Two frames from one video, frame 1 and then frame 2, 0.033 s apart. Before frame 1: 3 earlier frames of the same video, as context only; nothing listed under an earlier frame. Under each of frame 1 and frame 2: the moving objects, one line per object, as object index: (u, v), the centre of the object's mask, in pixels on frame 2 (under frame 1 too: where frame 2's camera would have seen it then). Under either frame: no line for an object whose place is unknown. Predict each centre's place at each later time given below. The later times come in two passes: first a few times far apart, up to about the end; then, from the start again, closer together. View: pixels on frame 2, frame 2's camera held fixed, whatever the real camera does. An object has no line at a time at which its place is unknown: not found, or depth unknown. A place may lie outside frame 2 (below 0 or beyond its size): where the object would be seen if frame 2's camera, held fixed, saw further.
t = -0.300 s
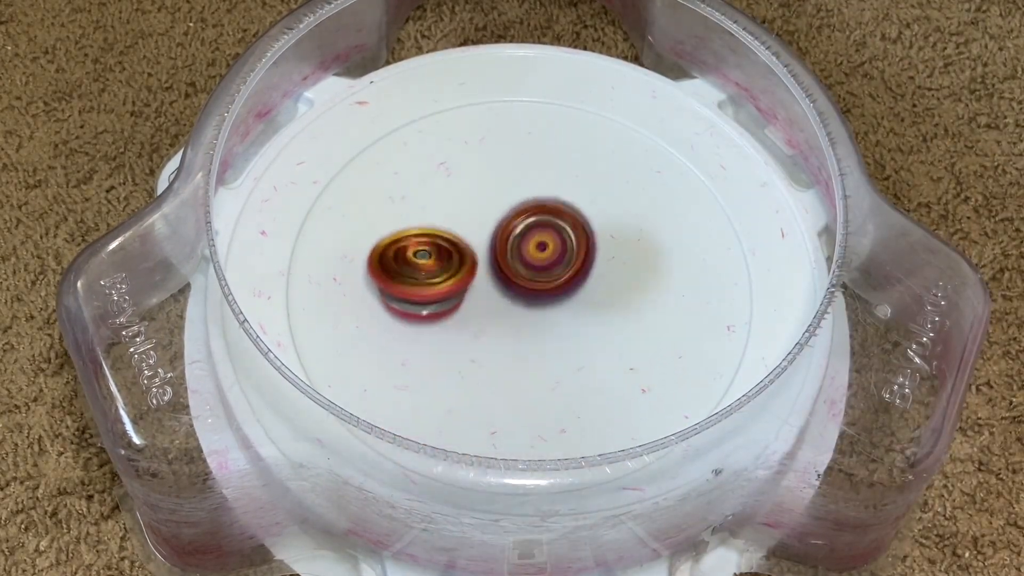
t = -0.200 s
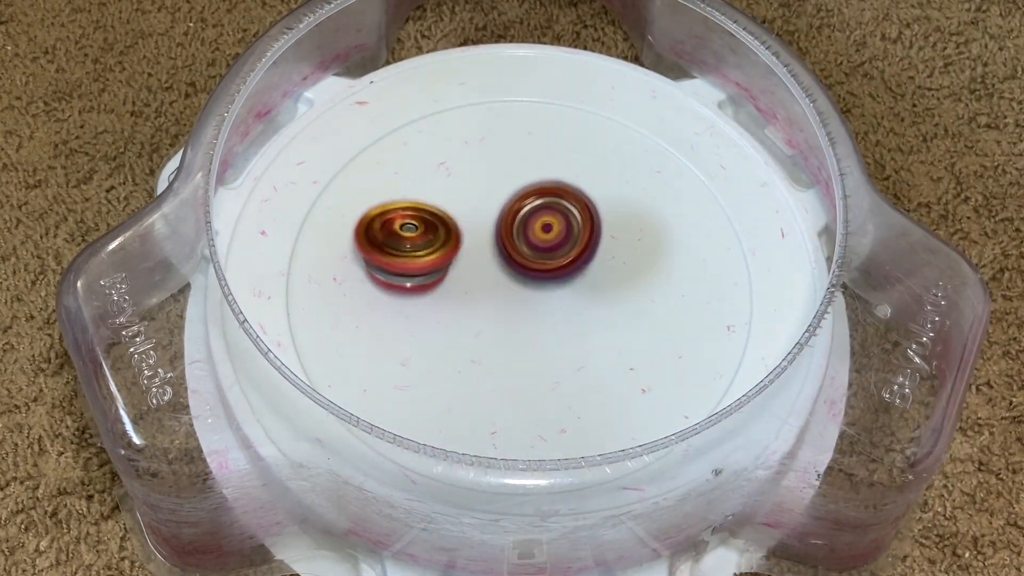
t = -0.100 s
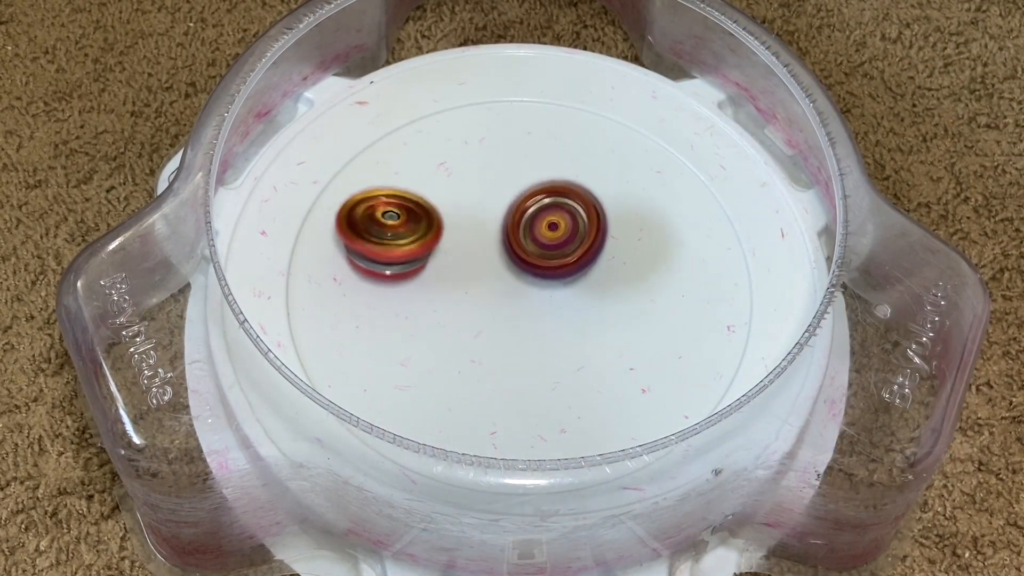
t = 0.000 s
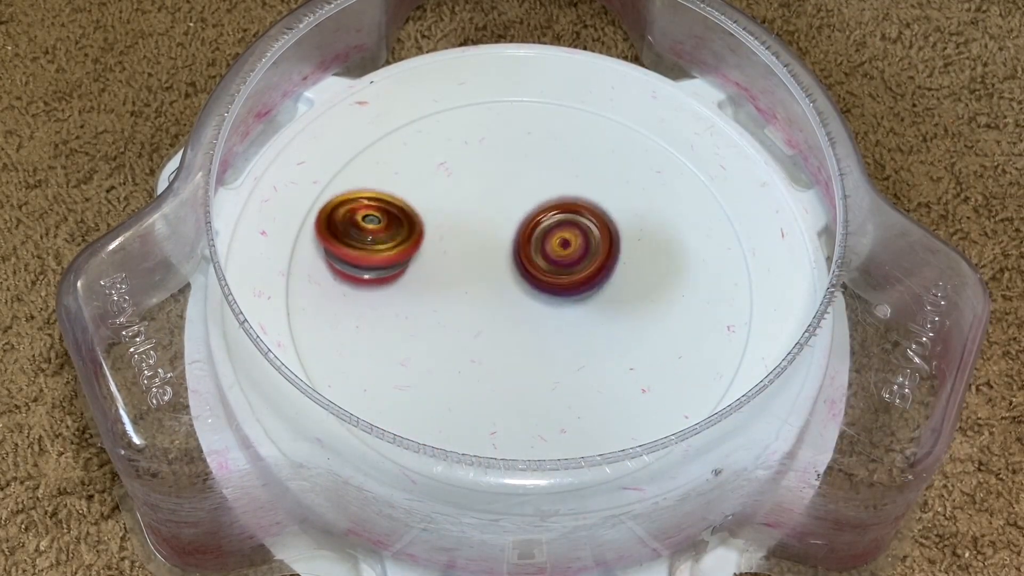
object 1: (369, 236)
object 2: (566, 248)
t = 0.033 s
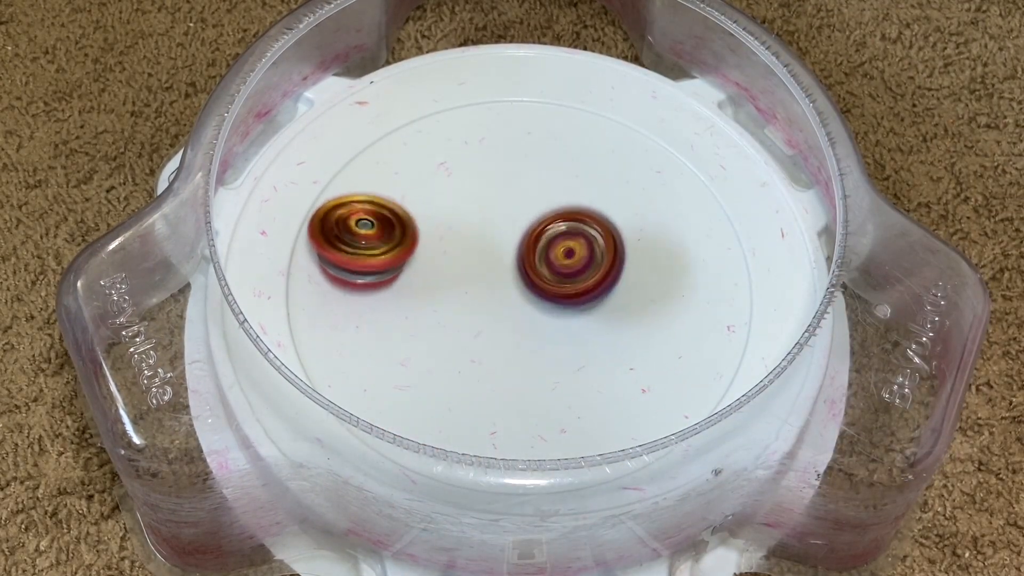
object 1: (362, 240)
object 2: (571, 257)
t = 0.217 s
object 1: (341, 284)
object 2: (598, 315)
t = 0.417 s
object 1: (381, 363)
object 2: (613, 341)
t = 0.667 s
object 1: (421, 240)
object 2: (729, 288)
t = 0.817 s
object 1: (350, 137)
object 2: (719, 254)
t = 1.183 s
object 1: (429, 231)
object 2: (559, 296)
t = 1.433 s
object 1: (329, 142)
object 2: (663, 370)
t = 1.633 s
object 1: (340, 141)
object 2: (547, 290)
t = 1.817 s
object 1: (374, 204)
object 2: (472, 262)
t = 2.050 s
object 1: (398, 187)
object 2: (493, 320)
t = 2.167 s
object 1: (426, 182)
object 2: (489, 317)
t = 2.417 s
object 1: (478, 166)
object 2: (452, 281)
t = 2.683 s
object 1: (536, 185)
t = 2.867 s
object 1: (570, 170)
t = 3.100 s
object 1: (603, 190)
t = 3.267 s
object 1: (649, 183)
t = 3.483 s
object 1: (589, 198)
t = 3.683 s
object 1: (734, 235)
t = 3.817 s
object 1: (717, 230)
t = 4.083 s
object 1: (548, 266)
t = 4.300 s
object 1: (451, 234)
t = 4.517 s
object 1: (433, 378)
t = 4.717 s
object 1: (658, 396)
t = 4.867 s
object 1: (693, 232)
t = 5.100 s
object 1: (426, 114)
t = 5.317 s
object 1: (308, 316)
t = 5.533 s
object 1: (612, 404)
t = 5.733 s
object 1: (681, 170)
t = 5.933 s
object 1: (457, 86)
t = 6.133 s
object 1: (318, 275)
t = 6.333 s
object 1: (576, 410)
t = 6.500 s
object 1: (751, 270)
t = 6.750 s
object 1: (524, 99)
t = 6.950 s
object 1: (348, 261)
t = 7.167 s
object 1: (381, 321)
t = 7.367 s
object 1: (467, 253)
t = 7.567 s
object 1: (416, 174)
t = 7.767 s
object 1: (361, 272)
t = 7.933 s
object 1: (532, 321)
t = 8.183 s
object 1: (707, 155)
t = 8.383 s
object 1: (592, 144)
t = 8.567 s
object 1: (541, 229)
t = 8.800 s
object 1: (528, 218)
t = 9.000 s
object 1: (504, 241)
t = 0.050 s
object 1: (360, 243)
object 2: (573, 263)
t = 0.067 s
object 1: (357, 246)
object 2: (576, 268)
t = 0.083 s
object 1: (354, 249)
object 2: (578, 274)
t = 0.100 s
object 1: (352, 253)
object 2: (580, 279)
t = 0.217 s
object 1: (341, 284)
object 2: (598, 315)
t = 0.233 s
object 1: (339, 290)
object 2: (600, 320)
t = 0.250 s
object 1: (339, 295)
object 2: (603, 323)
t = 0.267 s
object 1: (339, 300)
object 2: (605, 327)
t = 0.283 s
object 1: (339, 306)
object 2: (607, 330)
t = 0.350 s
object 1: (347, 333)
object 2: (612, 339)
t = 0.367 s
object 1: (352, 342)
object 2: (613, 340)
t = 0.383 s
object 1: (359, 350)
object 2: (613, 341)
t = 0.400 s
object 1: (368, 358)
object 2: (613, 341)
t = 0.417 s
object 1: (381, 363)
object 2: (613, 341)
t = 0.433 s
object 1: (394, 368)
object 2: (612, 341)
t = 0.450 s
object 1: (410, 370)
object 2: (611, 341)
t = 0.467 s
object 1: (426, 371)
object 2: (609, 340)
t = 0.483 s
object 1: (444, 369)
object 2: (607, 339)
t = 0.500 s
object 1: (461, 366)
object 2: (606, 338)
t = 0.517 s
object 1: (477, 360)
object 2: (603, 336)
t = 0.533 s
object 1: (481, 352)
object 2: (611, 333)
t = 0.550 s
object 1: (474, 340)
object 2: (632, 328)
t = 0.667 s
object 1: (421, 240)
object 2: (729, 288)
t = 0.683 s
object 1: (413, 225)
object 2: (734, 283)
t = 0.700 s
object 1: (404, 210)
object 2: (736, 278)
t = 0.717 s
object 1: (396, 197)
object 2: (737, 274)
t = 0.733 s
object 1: (387, 184)
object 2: (737, 270)
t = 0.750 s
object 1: (379, 172)
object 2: (735, 267)
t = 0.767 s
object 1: (370, 161)
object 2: (733, 263)
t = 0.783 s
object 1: (362, 151)
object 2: (729, 260)
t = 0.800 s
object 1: (355, 142)
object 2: (724, 257)
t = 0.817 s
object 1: (350, 137)
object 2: (719, 254)
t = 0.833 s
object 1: (352, 137)
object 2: (713, 252)
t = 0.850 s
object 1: (355, 140)
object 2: (706, 250)
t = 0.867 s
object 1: (358, 142)
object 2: (699, 249)
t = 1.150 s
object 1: (435, 239)
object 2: (552, 281)
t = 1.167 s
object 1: (441, 243)
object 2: (546, 285)
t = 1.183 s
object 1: (429, 231)
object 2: (559, 296)
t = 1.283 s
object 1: (340, 152)
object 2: (655, 378)
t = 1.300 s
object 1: (336, 145)
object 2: (668, 384)
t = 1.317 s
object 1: (334, 142)
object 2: (682, 391)
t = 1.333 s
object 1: (333, 141)
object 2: (687, 393)
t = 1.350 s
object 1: (332, 144)
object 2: (686, 389)
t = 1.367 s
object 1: (331, 143)
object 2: (684, 386)
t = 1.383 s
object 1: (330, 143)
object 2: (679, 382)
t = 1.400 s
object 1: (330, 142)
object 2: (675, 380)
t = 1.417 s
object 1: (329, 142)
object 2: (670, 375)
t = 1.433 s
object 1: (329, 142)
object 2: (663, 370)
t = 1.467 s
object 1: (330, 141)
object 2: (644, 358)
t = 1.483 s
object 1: (331, 141)
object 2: (635, 353)
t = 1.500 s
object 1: (332, 141)
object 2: (626, 345)
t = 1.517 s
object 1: (332, 140)
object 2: (616, 340)
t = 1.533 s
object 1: (333, 140)
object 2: (606, 332)
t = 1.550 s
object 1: (334, 140)
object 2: (596, 325)
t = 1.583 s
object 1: (336, 139)
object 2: (576, 310)
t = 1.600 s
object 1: (337, 139)
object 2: (567, 303)
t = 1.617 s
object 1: (339, 140)
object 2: (557, 296)
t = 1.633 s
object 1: (340, 141)
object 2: (547, 290)
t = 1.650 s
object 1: (342, 143)
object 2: (538, 284)
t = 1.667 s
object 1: (344, 146)
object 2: (530, 279)
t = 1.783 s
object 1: (367, 196)
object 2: (476, 255)
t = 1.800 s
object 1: (373, 205)
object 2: (471, 254)
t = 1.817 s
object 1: (374, 204)
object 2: (472, 262)
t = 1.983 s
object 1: (387, 193)
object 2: (490, 314)
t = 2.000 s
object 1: (389, 191)
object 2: (491, 316)
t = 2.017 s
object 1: (392, 190)
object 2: (492, 320)
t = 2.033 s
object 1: (395, 189)
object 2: (492, 320)
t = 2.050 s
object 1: (398, 187)
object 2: (493, 320)
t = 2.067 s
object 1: (402, 186)
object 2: (493, 320)
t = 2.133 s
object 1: (417, 183)
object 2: (492, 319)
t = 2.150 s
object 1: (422, 182)
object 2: (491, 318)
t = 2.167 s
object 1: (426, 182)
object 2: (489, 317)
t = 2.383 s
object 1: (475, 167)
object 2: (457, 287)
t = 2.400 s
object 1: (477, 166)
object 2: (454, 284)
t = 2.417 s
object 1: (478, 166)
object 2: (452, 281)
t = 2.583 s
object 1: (501, 180)
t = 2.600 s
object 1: (506, 182)
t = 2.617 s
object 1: (512, 183)
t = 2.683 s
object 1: (536, 185)
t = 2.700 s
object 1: (542, 184)
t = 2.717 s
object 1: (548, 184)
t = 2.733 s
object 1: (553, 183)
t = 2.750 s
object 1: (558, 182)
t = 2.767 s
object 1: (562, 180)
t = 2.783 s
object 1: (566, 179)
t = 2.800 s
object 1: (568, 177)
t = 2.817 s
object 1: (570, 175)
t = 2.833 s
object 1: (571, 174)
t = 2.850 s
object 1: (571, 172)
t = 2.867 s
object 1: (570, 170)
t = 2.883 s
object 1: (568, 169)
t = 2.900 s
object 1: (564, 168)
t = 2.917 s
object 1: (561, 168)
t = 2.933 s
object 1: (555, 170)
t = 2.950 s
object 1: (550, 172)
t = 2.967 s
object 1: (546, 176)
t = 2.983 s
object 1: (544, 180)
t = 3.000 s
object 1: (550, 183)
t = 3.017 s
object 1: (559, 184)
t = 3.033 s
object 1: (567, 186)
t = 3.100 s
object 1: (603, 190)
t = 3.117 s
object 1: (611, 191)
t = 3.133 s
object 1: (617, 191)
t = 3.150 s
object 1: (624, 191)
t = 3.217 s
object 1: (643, 187)
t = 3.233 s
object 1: (646, 186)
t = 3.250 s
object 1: (648, 184)
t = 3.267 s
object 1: (649, 183)
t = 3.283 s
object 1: (649, 181)
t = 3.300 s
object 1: (648, 179)
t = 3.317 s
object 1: (646, 177)
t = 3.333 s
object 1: (642, 175)
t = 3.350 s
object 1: (638, 173)
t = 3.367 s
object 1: (631, 172)
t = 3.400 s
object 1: (617, 174)
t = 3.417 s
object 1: (610, 176)
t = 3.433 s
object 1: (600, 181)
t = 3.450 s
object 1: (592, 186)
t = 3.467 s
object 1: (585, 192)
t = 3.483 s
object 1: (589, 198)
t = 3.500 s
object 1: (604, 200)
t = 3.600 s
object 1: (690, 230)
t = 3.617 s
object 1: (701, 231)
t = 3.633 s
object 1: (710, 233)
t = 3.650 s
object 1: (719, 234)
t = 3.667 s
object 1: (727, 235)
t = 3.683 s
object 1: (734, 235)
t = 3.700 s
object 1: (739, 235)
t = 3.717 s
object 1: (739, 234)
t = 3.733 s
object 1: (736, 235)
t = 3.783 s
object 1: (726, 233)
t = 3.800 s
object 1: (721, 232)
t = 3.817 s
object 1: (717, 230)
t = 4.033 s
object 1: (578, 271)
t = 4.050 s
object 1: (565, 278)
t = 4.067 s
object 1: (556, 276)
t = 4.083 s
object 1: (548, 266)
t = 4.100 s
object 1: (539, 259)
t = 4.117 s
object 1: (532, 251)
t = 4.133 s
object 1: (524, 244)
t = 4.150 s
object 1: (516, 238)
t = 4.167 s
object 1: (509, 233)
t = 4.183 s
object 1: (501, 230)
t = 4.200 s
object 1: (495, 227)
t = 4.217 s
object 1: (487, 225)
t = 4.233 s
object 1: (480, 224)
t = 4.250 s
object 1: (472, 225)
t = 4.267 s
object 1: (465, 227)
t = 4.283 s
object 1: (459, 230)
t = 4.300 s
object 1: (451, 234)
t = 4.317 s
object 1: (445, 239)
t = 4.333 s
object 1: (438, 246)
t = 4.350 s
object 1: (432, 254)
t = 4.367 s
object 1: (426, 262)
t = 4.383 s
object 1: (421, 272)
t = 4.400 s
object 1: (417, 283)
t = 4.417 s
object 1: (414, 295)
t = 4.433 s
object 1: (413, 308)
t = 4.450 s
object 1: (412, 322)
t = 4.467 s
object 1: (414, 336)
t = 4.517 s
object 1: (433, 378)
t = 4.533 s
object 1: (444, 393)
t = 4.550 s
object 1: (458, 403)
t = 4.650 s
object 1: (576, 423)
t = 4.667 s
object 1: (600, 431)
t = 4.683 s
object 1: (619, 414)
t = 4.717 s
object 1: (658, 396)
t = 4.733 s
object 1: (676, 384)
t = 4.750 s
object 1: (689, 369)
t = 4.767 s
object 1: (701, 352)
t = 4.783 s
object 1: (708, 333)
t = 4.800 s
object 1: (710, 312)
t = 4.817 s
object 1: (710, 292)
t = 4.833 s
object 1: (707, 271)
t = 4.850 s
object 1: (702, 252)
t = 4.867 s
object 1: (693, 232)
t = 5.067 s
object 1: (469, 112)
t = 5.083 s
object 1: (448, 111)
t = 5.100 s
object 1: (426, 114)
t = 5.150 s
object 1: (364, 129)
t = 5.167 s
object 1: (347, 138)
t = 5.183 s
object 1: (333, 152)
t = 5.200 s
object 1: (323, 170)
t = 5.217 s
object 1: (314, 189)
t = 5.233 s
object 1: (307, 207)
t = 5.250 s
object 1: (298, 227)
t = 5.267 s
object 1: (297, 248)
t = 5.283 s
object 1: (298, 272)
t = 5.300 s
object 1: (302, 293)
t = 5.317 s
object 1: (308, 316)
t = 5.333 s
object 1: (322, 336)
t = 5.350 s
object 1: (338, 356)
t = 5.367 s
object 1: (358, 371)
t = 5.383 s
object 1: (374, 395)
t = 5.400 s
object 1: (403, 399)
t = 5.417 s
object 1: (427, 409)
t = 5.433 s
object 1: (453, 416)
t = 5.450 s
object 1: (480, 421)
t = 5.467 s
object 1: (508, 423)
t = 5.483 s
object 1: (535, 422)
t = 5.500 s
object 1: (561, 418)
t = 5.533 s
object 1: (612, 404)
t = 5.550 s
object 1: (634, 392)
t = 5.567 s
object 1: (652, 376)
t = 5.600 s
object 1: (681, 338)
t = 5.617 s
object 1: (690, 317)
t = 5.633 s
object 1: (696, 296)
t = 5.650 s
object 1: (701, 275)
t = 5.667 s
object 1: (701, 252)
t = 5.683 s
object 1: (700, 232)
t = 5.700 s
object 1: (696, 210)
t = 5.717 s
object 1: (690, 190)
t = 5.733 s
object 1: (681, 170)
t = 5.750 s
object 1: (671, 152)
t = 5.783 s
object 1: (644, 118)
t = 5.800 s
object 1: (629, 105)
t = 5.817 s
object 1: (612, 91)
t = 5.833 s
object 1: (591, 84)
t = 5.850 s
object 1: (569, 81)
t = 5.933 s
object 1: (457, 86)
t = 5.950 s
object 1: (432, 93)
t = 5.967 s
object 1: (412, 103)
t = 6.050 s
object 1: (330, 172)
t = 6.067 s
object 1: (320, 191)
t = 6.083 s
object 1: (316, 210)
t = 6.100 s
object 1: (313, 233)
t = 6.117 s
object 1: (314, 253)
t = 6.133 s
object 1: (318, 275)
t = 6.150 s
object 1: (326, 296)
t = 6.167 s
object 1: (338, 316)
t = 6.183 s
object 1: (352, 337)
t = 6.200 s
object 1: (370, 354)
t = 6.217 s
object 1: (391, 370)
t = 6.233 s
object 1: (414, 383)
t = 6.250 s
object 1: (439, 395)
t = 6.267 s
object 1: (466, 403)
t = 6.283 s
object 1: (493, 408)
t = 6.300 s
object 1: (520, 412)
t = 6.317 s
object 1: (548, 412)
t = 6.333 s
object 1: (576, 410)
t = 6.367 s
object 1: (628, 398)
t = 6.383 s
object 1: (653, 388)
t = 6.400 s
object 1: (675, 376)
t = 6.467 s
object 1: (743, 311)
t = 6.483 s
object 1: (753, 291)
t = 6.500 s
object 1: (751, 270)
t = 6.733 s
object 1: (546, 97)
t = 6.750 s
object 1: (524, 99)
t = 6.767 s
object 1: (502, 103)
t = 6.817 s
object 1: (442, 128)
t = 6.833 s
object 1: (423, 141)
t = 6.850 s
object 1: (407, 154)
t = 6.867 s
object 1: (391, 169)
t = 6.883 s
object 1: (378, 186)
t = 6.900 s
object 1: (369, 202)
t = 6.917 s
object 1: (358, 222)
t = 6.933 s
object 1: (352, 241)
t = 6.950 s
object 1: (348, 261)
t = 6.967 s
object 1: (345, 282)
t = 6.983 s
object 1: (347, 302)
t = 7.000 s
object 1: (350, 325)
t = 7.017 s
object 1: (355, 340)
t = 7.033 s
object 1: (353, 337)
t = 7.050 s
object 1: (353, 334)
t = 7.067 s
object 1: (352, 330)
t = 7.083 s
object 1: (354, 328)
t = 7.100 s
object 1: (357, 326)
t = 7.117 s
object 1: (361, 324)
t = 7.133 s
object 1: (366, 324)
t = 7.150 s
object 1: (373, 323)
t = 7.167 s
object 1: (381, 321)
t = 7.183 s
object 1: (389, 321)
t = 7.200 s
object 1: (398, 318)
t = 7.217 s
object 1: (406, 315)
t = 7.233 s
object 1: (416, 311)
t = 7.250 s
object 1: (423, 306)
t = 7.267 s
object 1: (430, 300)
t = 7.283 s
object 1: (438, 294)
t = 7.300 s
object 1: (444, 286)
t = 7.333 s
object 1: (457, 270)
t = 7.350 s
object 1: (462, 261)
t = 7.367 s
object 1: (467, 253)
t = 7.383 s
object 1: (470, 243)
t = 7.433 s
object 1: (477, 215)
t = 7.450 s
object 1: (478, 206)
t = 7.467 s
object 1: (478, 197)
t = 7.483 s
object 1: (477, 189)
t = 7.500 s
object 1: (467, 183)
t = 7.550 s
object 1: (429, 175)
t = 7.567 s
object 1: (416, 174)
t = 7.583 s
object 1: (405, 174)
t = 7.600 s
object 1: (391, 175)
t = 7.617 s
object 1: (380, 178)
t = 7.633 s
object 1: (370, 183)
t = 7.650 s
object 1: (362, 189)
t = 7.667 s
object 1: (355, 198)
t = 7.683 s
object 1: (348, 209)
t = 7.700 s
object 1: (346, 220)
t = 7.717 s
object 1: (346, 232)
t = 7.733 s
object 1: (348, 246)
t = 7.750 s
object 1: (354, 259)
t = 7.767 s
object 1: (361, 272)
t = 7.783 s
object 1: (372, 283)
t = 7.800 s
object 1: (385, 294)
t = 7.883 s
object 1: (474, 326)
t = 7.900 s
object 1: (494, 327)
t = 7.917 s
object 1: (514, 325)
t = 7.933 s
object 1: (532, 321)
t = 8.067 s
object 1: (638, 242)
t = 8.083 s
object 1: (650, 228)
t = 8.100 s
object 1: (666, 215)
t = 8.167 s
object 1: (705, 162)
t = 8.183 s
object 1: (707, 155)
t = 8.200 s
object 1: (701, 147)
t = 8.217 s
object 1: (693, 143)
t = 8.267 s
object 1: (666, 137)
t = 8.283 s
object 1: (655, 136)
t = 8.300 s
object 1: (644, 137)
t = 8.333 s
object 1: (622, 138)
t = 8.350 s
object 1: (611, 139)
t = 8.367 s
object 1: (601, 142)
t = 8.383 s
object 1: (592, 144)
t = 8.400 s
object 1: (583, 148)
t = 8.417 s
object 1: (576, 152)
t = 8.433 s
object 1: (567, 158)
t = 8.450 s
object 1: (561, 165)
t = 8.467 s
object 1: (554, 171)
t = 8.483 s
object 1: (549, 180)
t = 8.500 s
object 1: (545, 188)
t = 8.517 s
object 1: (542, 198)
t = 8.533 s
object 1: (541, 207)
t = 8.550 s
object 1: (540, 218)
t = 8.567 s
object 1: (541, 229)
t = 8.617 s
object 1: (547, 262)
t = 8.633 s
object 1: (551, 269)
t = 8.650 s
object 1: (548, 258)
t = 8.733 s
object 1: (536, 227)
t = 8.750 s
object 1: (535, 223)
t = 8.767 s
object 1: (533, 220)
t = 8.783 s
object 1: (530, 218)
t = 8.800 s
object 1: (528, 218)
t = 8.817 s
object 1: (526, 217)
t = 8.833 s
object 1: (522, 217)
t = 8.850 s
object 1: (521, 218)
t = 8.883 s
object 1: (516, 221)
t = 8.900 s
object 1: (512, 223)
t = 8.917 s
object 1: (511, 225)
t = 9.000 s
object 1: (504, 241)
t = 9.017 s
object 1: (504, 244)
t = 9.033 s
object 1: (503, 239)
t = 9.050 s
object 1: (498, 233)
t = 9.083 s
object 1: (491, 221)
